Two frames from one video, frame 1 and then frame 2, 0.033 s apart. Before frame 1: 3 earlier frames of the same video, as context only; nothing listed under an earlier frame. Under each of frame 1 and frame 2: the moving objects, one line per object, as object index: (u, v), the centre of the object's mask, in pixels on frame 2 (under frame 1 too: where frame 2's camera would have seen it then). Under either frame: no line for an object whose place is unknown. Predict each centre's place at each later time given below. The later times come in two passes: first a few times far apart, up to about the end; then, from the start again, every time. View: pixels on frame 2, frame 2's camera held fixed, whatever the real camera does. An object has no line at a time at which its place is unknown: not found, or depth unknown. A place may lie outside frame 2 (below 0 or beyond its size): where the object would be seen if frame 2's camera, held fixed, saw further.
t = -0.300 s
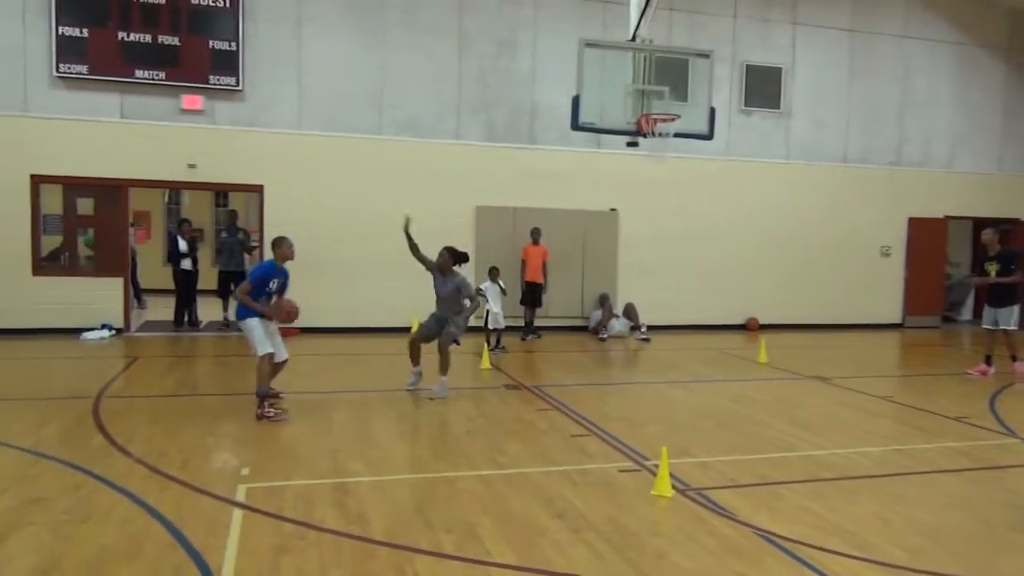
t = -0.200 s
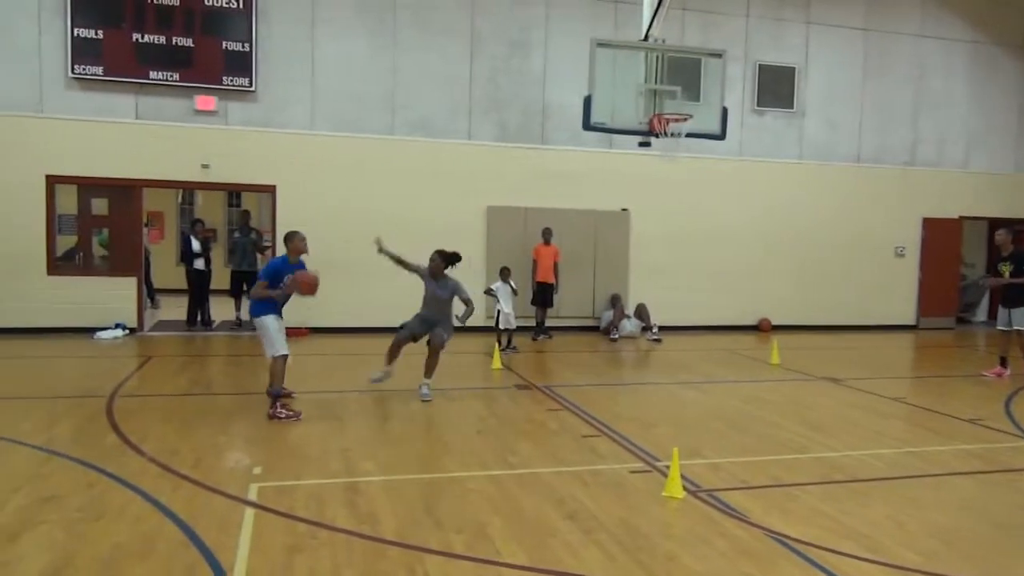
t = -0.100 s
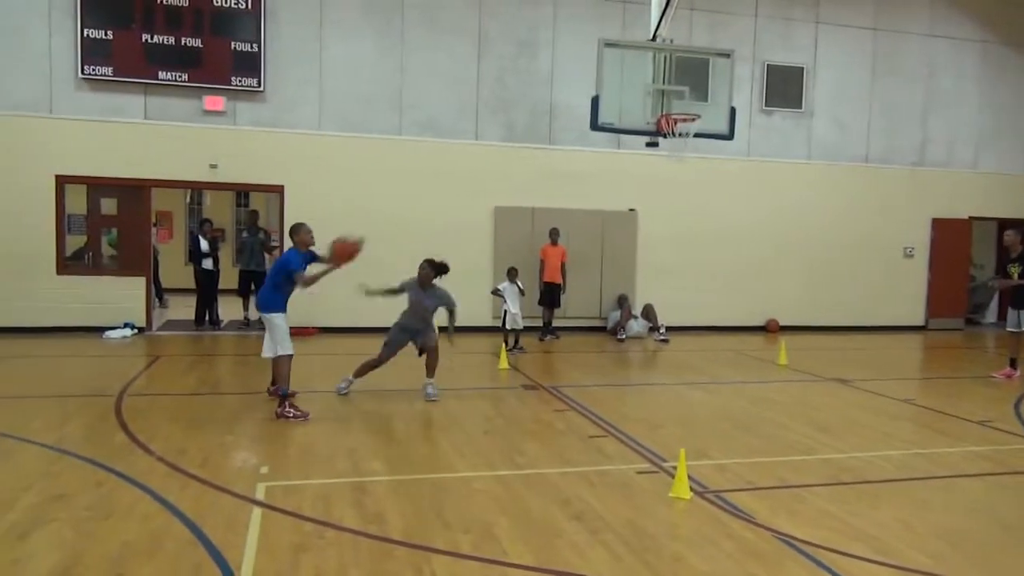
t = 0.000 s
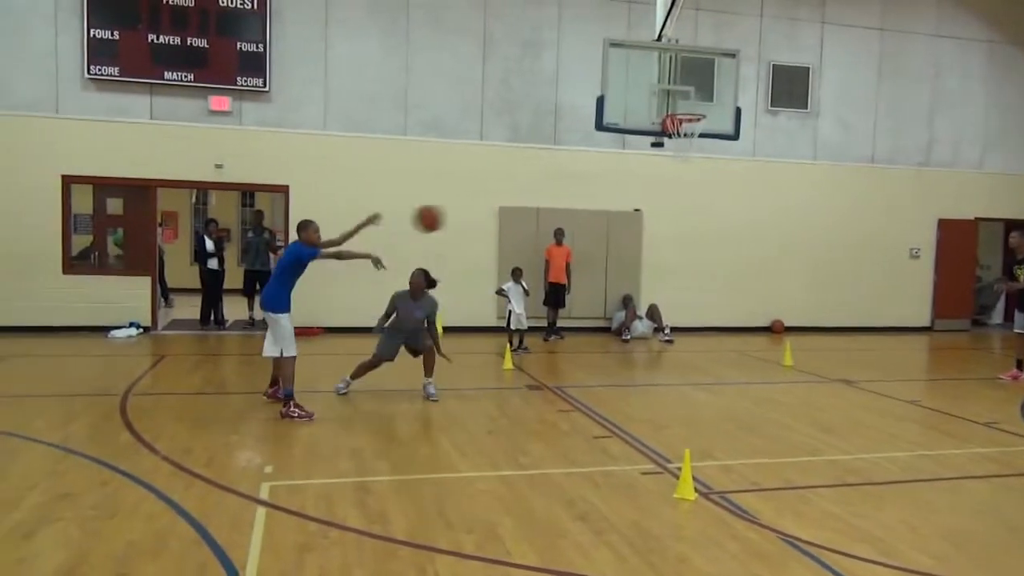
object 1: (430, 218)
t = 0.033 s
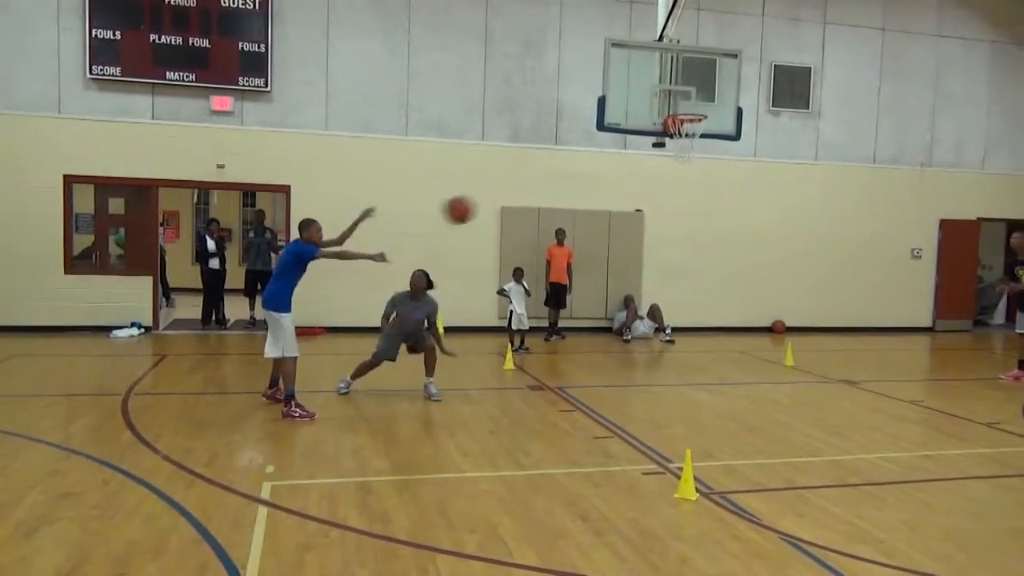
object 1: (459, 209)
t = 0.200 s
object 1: (619, 184)
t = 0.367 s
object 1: (803, 193)
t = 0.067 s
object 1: (489, 201)
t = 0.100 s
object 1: (520, 196)
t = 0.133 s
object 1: (552, 190)
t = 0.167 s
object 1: (585, 187)
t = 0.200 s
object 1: (619, 184)
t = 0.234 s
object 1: (654, 183)
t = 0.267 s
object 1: (689, 183)
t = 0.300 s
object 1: (726, 185)
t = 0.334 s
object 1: (764, 188)
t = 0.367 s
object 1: (803, 193)
